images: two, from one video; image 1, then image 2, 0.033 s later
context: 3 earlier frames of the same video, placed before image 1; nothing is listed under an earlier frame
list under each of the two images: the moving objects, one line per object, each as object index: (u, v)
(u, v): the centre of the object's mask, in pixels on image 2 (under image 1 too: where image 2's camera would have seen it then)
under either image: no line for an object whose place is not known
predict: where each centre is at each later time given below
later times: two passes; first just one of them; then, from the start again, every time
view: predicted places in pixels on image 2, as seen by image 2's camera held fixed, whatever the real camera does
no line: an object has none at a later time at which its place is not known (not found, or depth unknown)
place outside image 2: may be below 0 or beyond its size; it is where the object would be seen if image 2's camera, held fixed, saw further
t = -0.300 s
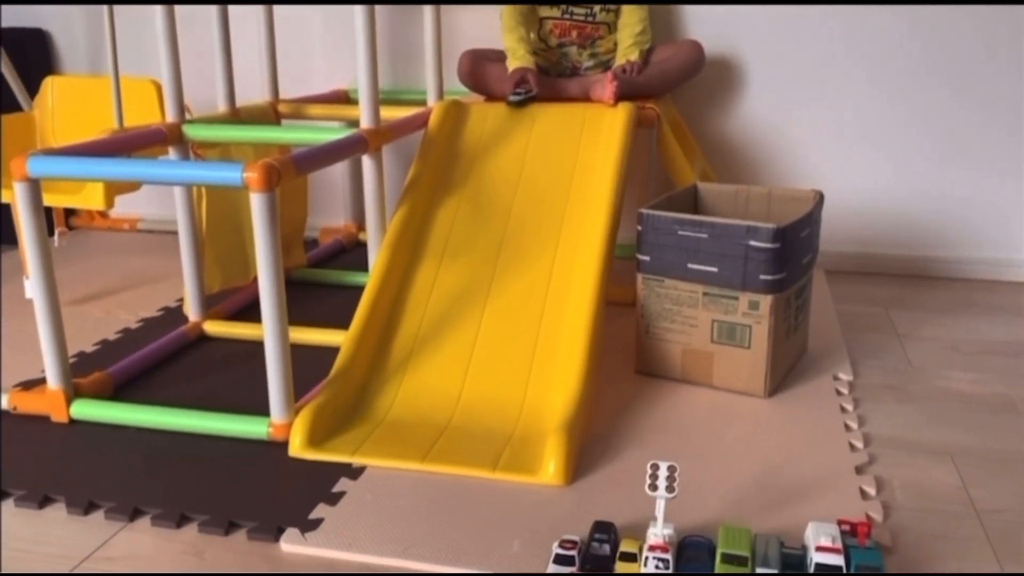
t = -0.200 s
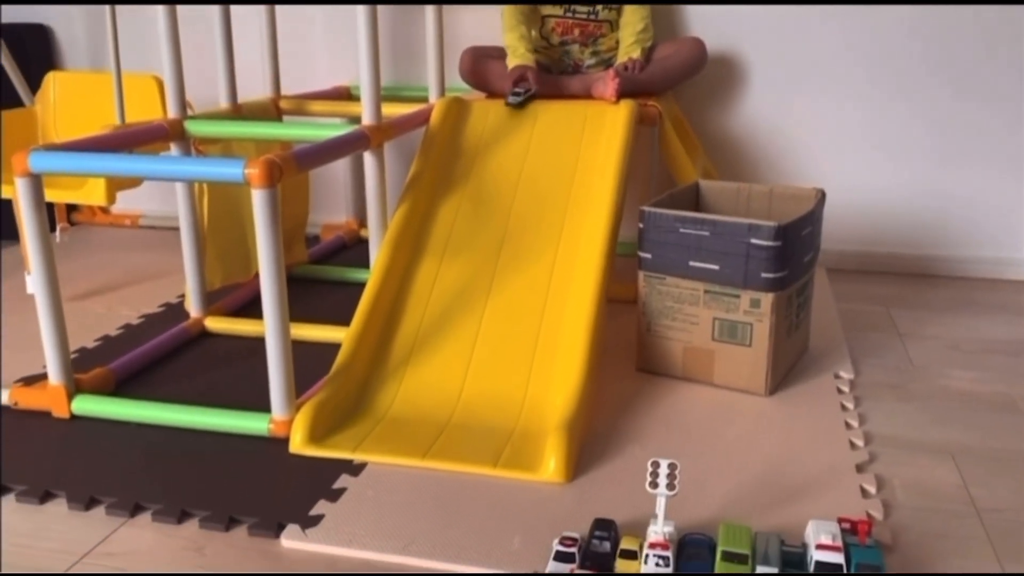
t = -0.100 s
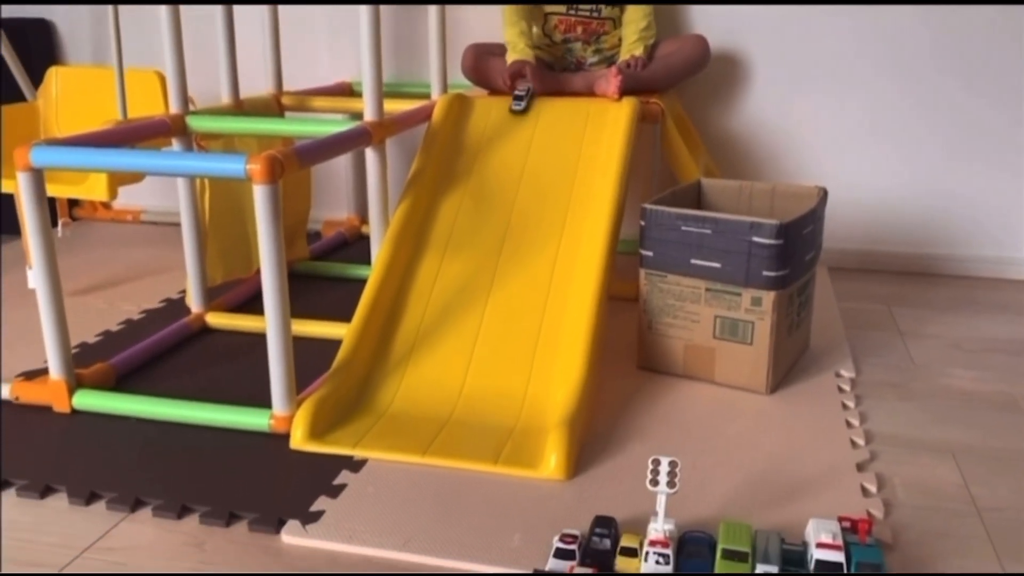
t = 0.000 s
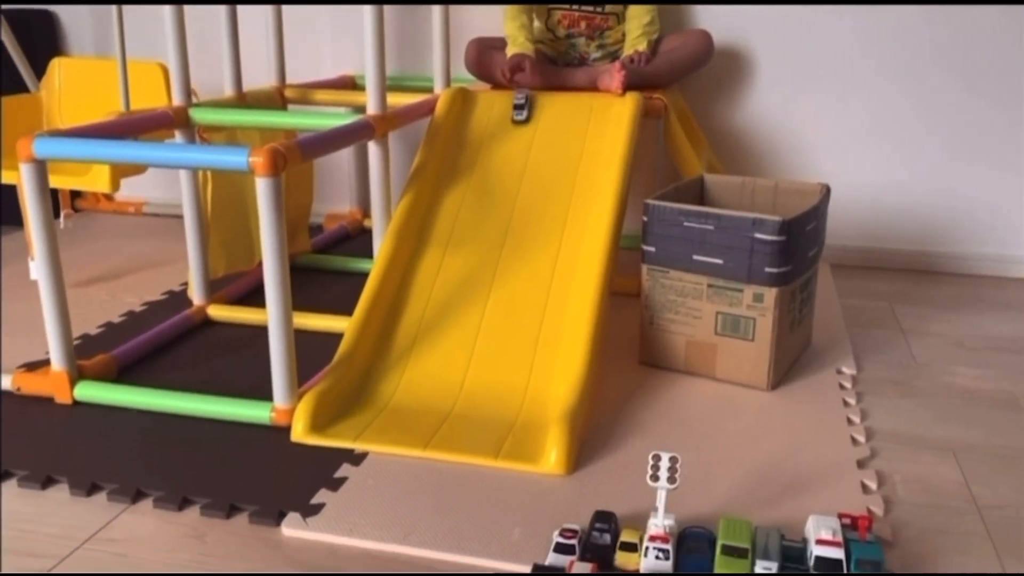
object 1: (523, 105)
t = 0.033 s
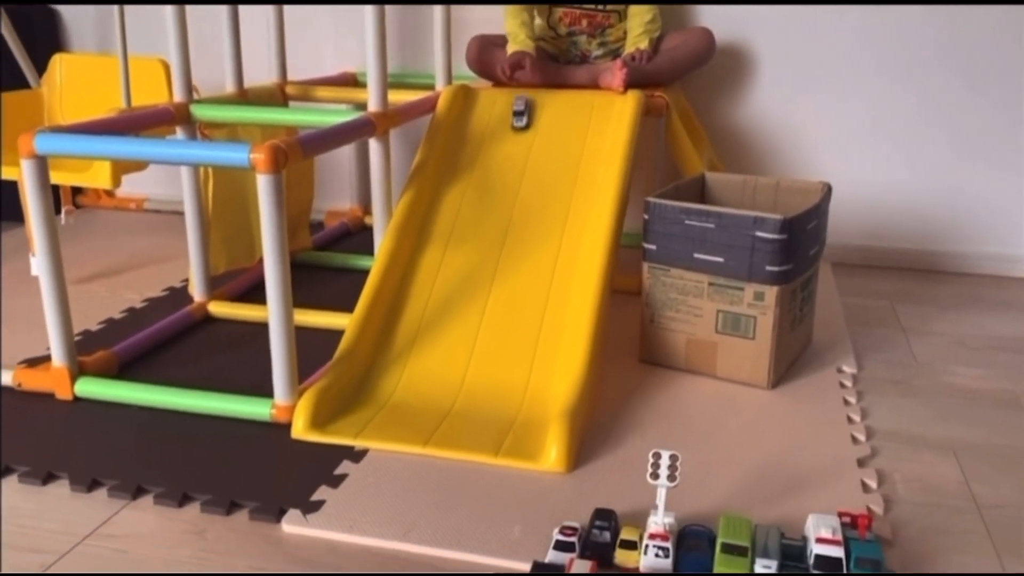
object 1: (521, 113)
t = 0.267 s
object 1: (511, 247)
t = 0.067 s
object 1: (520, 124)
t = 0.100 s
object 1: (519, 138)
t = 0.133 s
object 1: (517, 154)
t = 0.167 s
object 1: (516, 172)
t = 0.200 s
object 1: (514, 194)
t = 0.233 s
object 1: (513, 219)
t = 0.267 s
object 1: (511, 247)
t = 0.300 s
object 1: (508, 280)
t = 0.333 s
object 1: (504, 319)
